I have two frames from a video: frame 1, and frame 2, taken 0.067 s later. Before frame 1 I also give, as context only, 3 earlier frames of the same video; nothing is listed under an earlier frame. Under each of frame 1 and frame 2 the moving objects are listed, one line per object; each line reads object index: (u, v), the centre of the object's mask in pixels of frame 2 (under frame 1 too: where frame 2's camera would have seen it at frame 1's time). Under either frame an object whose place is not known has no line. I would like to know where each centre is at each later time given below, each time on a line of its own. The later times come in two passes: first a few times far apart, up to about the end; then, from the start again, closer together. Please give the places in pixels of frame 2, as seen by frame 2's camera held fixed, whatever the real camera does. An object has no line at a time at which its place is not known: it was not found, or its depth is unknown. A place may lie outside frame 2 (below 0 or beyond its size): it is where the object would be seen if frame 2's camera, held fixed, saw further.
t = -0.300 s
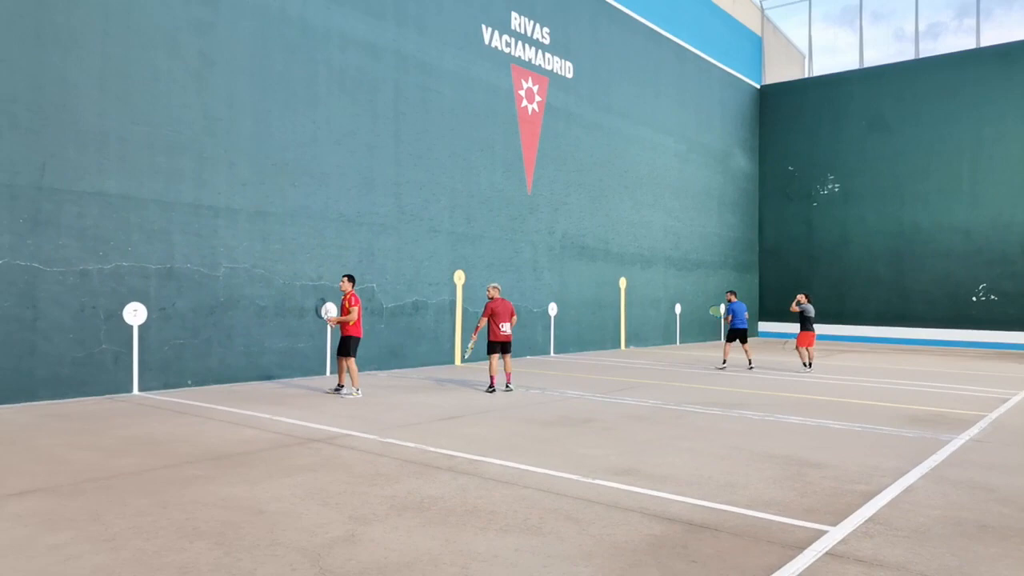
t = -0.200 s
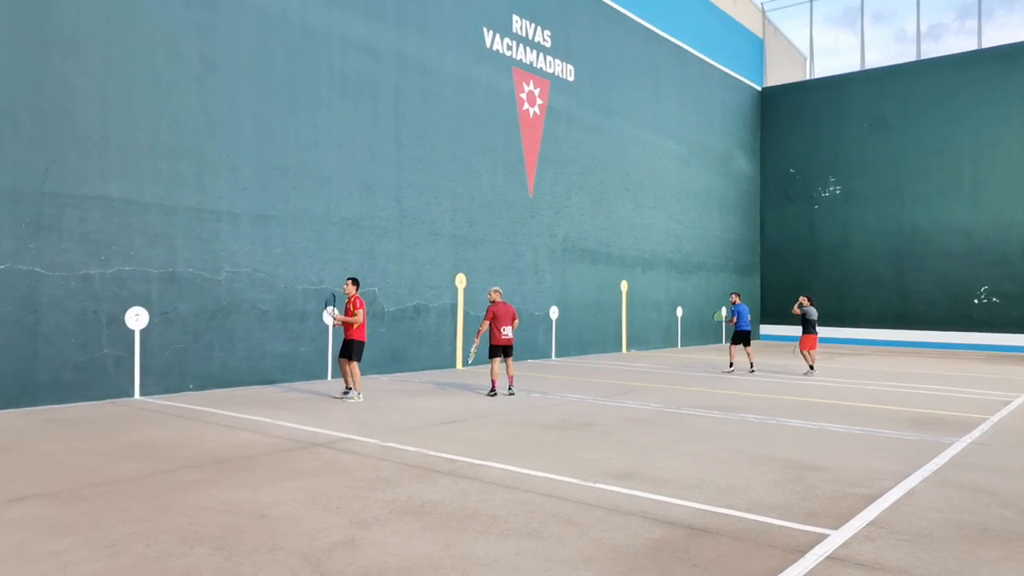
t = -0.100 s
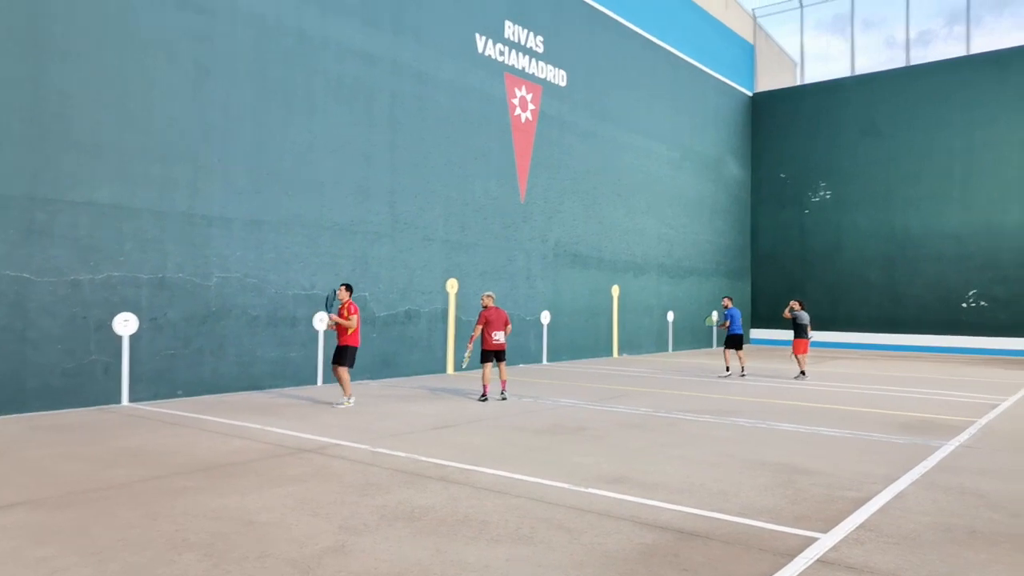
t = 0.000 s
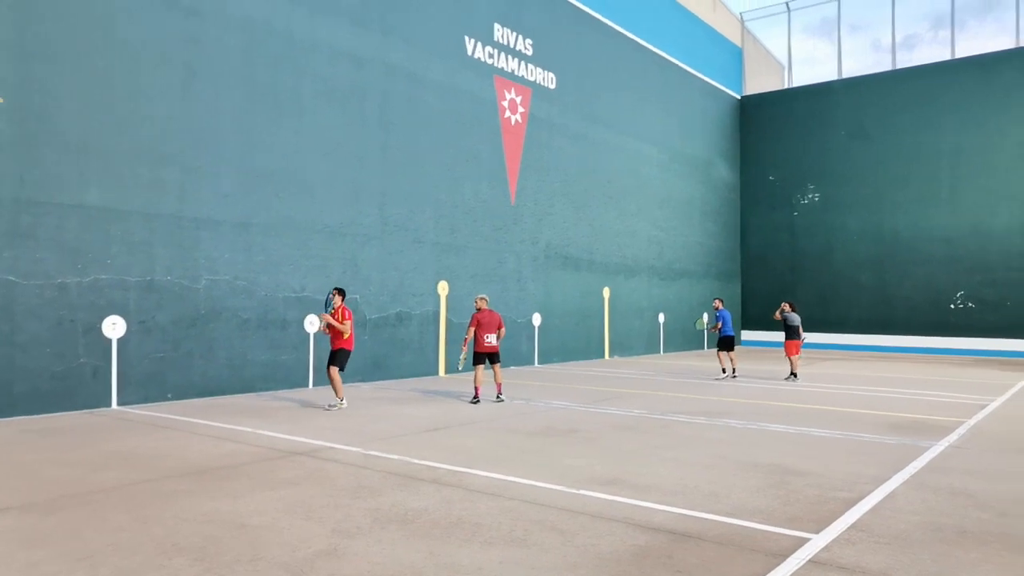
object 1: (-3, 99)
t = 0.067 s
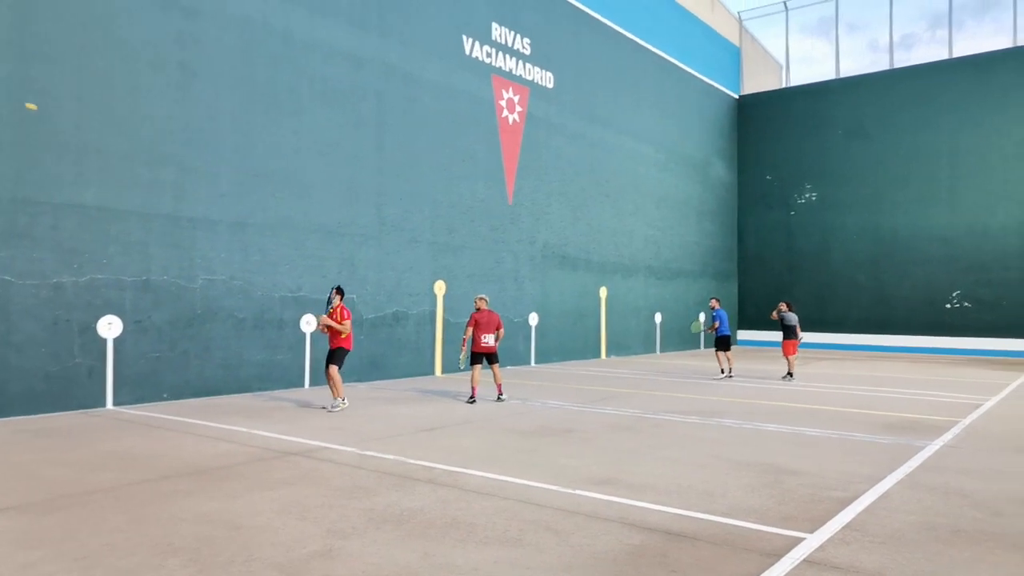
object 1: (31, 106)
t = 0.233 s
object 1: (118, 139)
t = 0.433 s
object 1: (204, 198)
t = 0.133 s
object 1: (69, 116)
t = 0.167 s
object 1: (86, 123)
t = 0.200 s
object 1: (102, 131)
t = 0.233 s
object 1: (118, 139)
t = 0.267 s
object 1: (132, 148)
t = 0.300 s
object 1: (147, 157)
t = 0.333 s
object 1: (162, 166)
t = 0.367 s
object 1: (176, 176)
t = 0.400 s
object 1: (191, 187)
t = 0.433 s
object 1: (204, 198)
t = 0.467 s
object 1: (216, 209)
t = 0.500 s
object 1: (229, 221)
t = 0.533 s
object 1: (241, 234)
